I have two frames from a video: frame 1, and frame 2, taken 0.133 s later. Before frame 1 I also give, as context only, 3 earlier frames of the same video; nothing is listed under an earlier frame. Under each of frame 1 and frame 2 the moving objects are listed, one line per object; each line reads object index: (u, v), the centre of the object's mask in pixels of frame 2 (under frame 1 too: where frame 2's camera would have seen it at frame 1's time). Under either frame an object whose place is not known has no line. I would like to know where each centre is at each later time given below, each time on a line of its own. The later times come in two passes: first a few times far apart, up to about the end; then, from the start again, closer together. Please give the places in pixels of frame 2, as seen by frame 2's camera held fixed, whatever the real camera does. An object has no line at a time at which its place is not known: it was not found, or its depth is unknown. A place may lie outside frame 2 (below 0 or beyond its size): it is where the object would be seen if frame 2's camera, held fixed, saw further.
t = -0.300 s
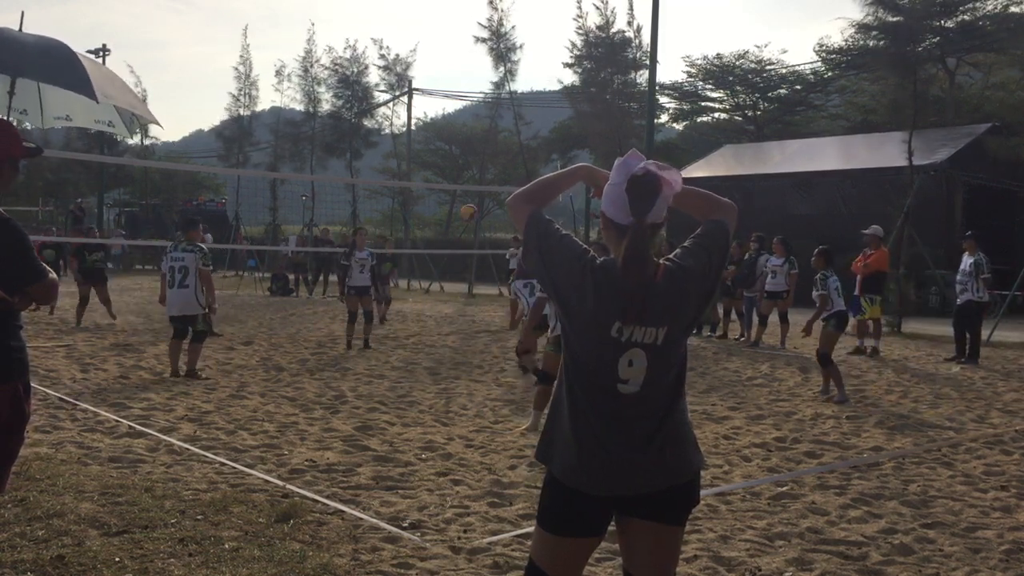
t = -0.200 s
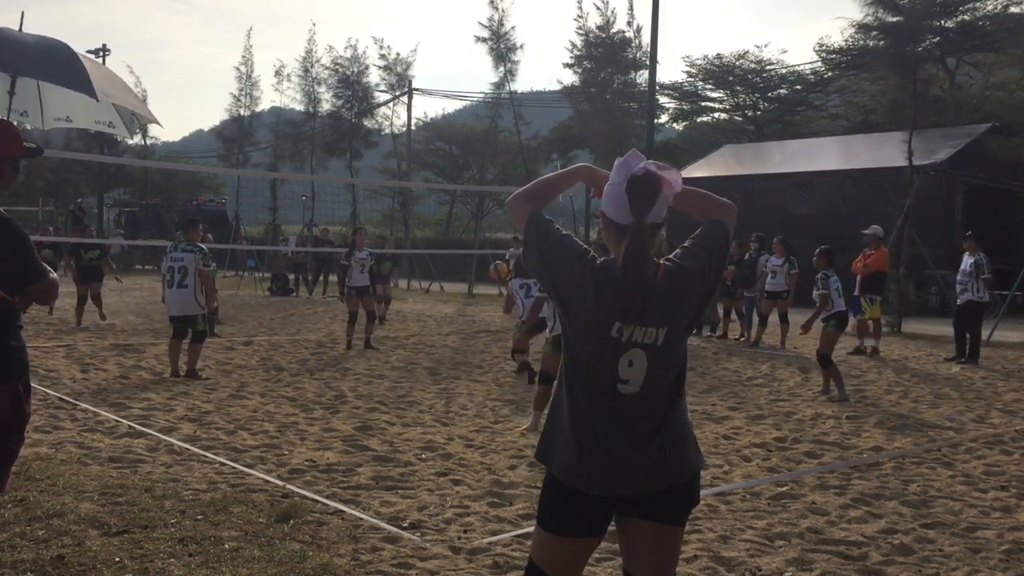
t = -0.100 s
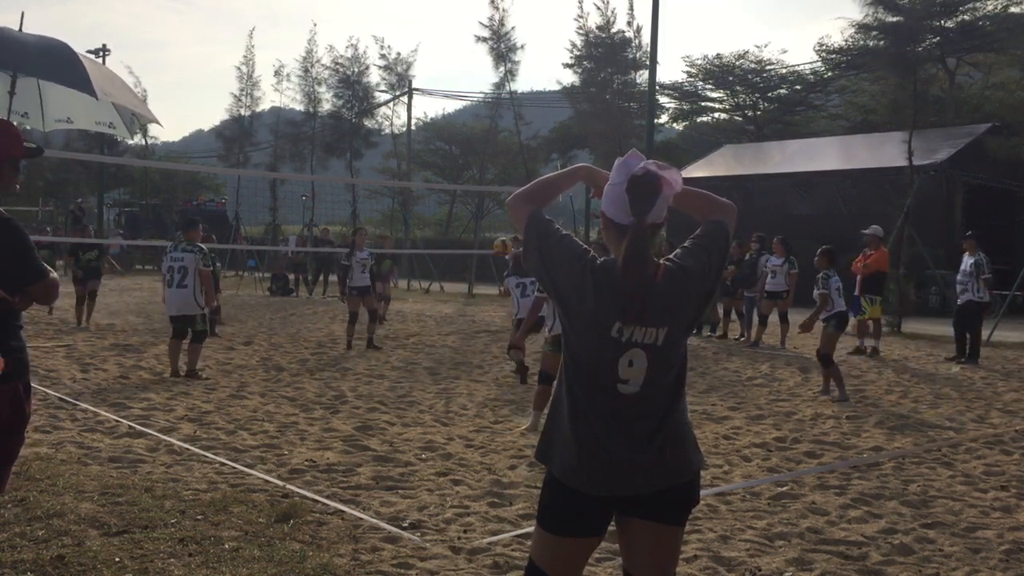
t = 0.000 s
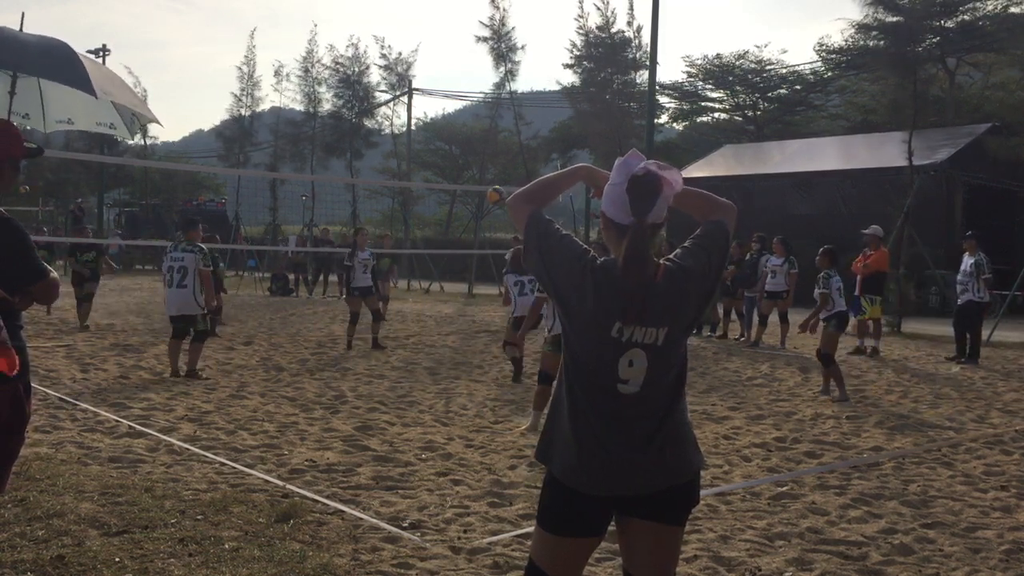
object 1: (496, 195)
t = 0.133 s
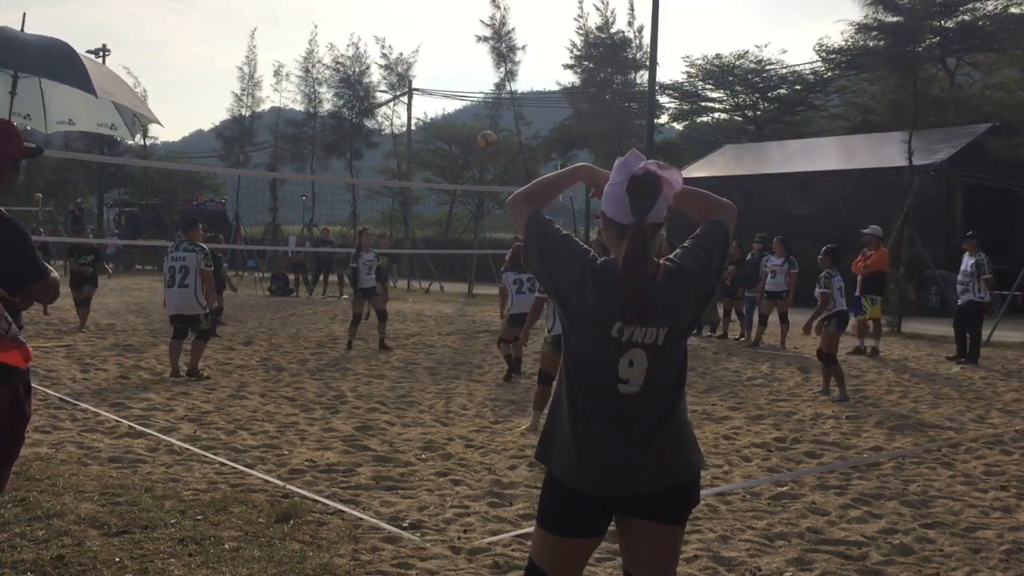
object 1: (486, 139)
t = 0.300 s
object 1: (475, 92)
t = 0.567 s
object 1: (455, 65)
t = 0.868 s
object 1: (431, 105)
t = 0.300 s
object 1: (475, 92)
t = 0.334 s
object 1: (472, 85)
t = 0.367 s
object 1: (470, 80)
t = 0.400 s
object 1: (467, 75)
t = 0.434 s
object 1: (465, 71)
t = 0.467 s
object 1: (462, 68)
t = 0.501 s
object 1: (460, 66)
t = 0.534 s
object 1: (457, 65)
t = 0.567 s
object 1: (455, 65)
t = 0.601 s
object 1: (452, 66)
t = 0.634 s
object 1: (449, 67)
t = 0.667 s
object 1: (447, 70)
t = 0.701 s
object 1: (444, 74)
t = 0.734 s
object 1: (442, 78)
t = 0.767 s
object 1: (439, 83)
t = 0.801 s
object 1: (436, 90)
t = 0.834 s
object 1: (433, 97)
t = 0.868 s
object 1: (431, 105)
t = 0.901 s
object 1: (428, 114)
